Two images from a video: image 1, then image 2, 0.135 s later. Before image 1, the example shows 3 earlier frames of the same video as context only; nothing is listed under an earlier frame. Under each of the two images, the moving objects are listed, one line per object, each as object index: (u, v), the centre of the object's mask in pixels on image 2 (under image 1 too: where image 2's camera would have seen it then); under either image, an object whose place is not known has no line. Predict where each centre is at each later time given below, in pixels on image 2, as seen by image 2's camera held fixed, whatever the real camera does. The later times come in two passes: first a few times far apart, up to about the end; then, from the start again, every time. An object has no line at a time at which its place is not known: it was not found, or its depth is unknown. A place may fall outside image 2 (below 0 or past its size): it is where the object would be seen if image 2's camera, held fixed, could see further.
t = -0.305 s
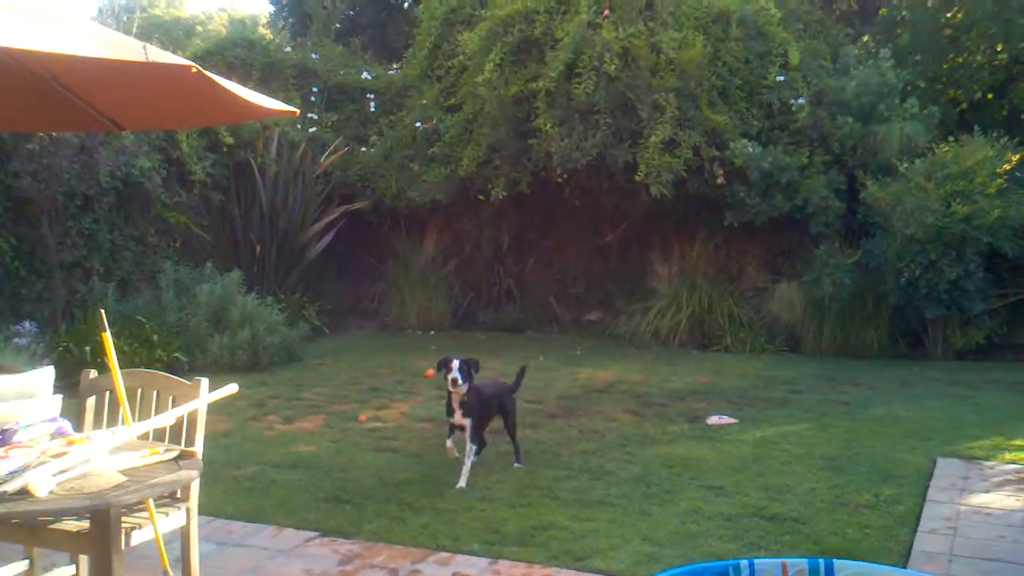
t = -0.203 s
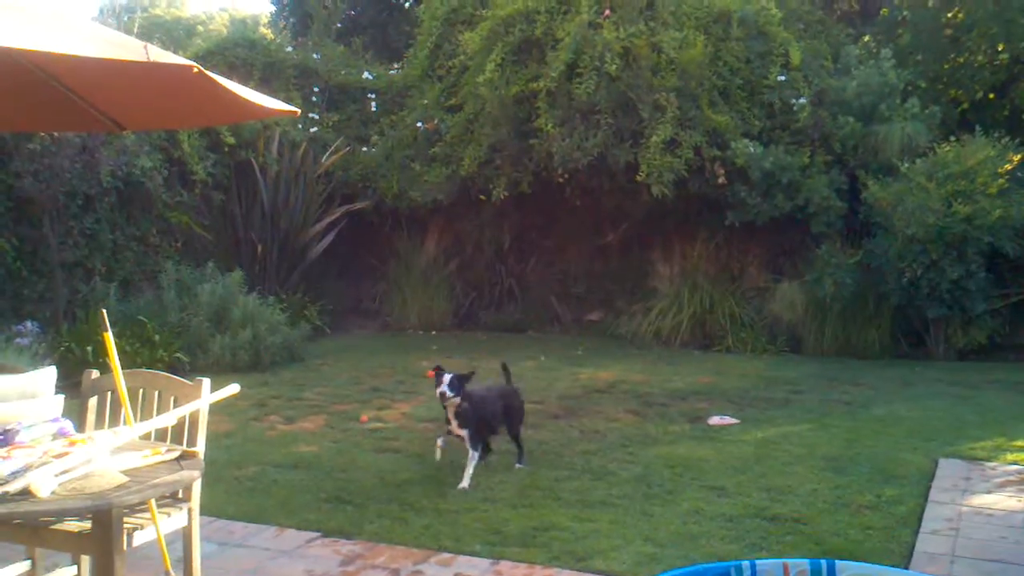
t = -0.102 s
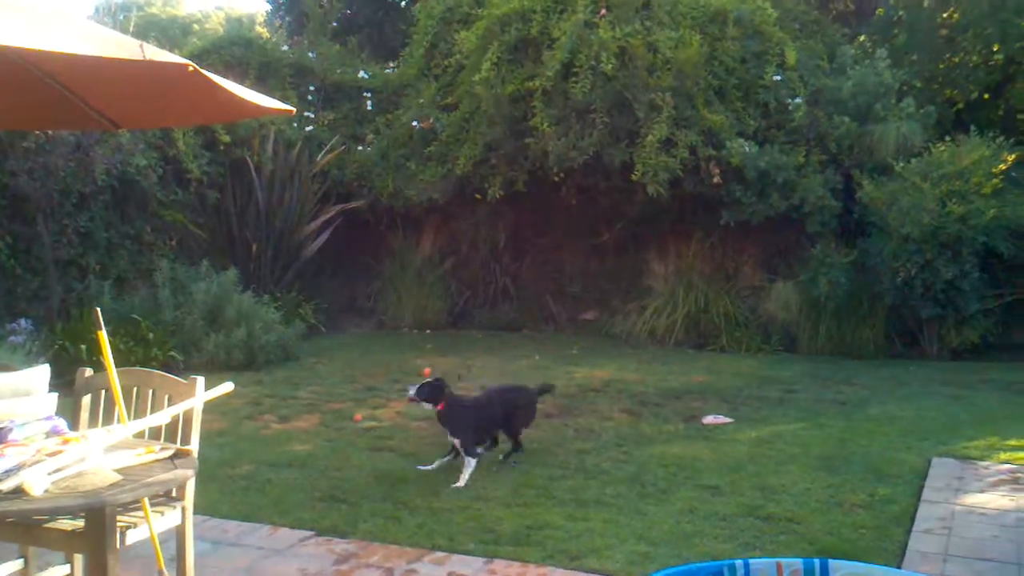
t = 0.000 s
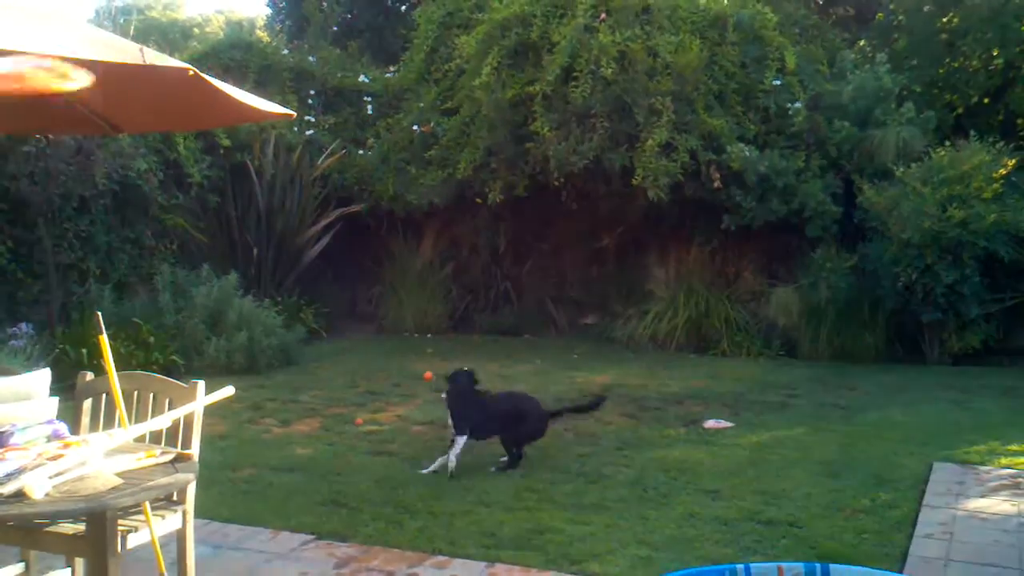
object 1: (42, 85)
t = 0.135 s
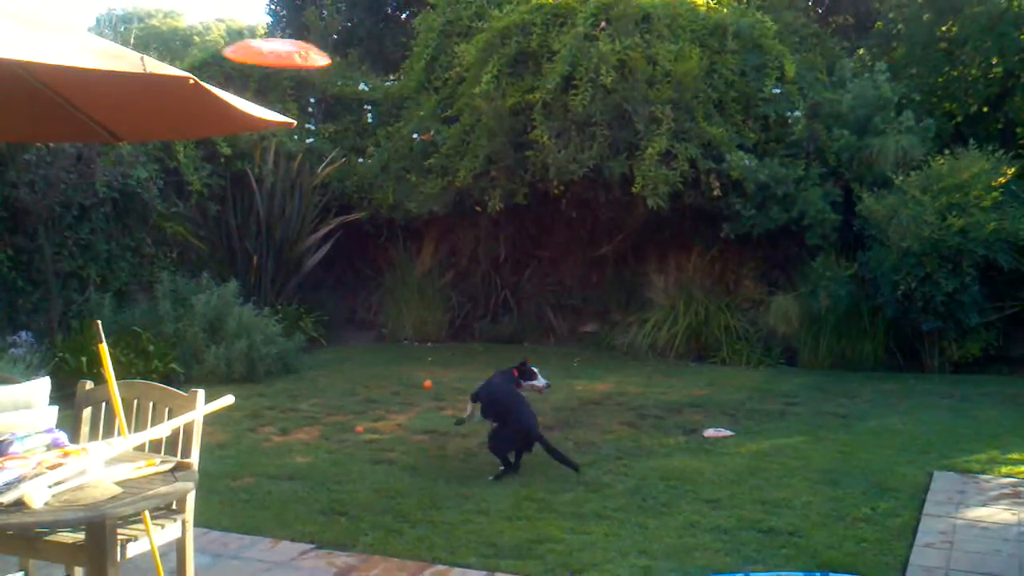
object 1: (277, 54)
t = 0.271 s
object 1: (403, 62)
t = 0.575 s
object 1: (538, 107)
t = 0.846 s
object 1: (602, 157)
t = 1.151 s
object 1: (649, 208)
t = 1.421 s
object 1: (666, 247)
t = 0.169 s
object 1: (317, 54)
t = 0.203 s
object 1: (350, 52)
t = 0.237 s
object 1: (378, 56)
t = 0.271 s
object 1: (403, 62)
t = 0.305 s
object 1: (425, 66)
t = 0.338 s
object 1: (444, 70)
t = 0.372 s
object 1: (461, 75)
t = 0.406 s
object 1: (477, 82)
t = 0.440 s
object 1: (491, 87)
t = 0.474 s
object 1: (504, 90)
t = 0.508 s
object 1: (517, 95)
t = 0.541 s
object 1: (527, 102)
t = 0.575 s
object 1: (538, 107)
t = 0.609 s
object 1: (547, 112)
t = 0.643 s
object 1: (557, 118)
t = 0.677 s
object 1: (566, 125)
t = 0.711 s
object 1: (573, 132)
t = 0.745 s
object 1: (582, 137)
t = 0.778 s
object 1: (589, 144)
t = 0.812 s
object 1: (596, 151)
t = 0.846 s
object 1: (602, 157)
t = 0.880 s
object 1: (609, 163)
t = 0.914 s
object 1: (615, 170)
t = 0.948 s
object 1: (619, 176)
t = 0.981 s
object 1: (625, 181)
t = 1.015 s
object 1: (631, 187)
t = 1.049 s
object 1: (636, 193)
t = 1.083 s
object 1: (640, 198)
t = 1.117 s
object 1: (644, 203)
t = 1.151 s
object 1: (649, 208)
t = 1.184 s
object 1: (652, 213)
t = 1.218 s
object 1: (655, 219)
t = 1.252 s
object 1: (657, 223)
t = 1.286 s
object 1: (660, 228)
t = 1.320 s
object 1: (662, 233)
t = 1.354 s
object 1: (663, 238)
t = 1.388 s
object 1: (665, 243)
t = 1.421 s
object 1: (666, 247)
